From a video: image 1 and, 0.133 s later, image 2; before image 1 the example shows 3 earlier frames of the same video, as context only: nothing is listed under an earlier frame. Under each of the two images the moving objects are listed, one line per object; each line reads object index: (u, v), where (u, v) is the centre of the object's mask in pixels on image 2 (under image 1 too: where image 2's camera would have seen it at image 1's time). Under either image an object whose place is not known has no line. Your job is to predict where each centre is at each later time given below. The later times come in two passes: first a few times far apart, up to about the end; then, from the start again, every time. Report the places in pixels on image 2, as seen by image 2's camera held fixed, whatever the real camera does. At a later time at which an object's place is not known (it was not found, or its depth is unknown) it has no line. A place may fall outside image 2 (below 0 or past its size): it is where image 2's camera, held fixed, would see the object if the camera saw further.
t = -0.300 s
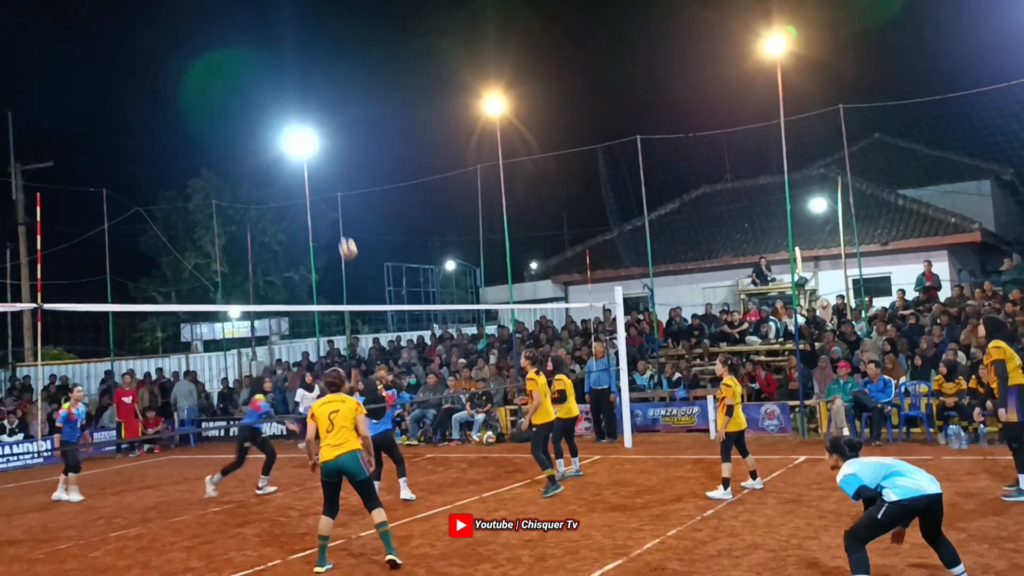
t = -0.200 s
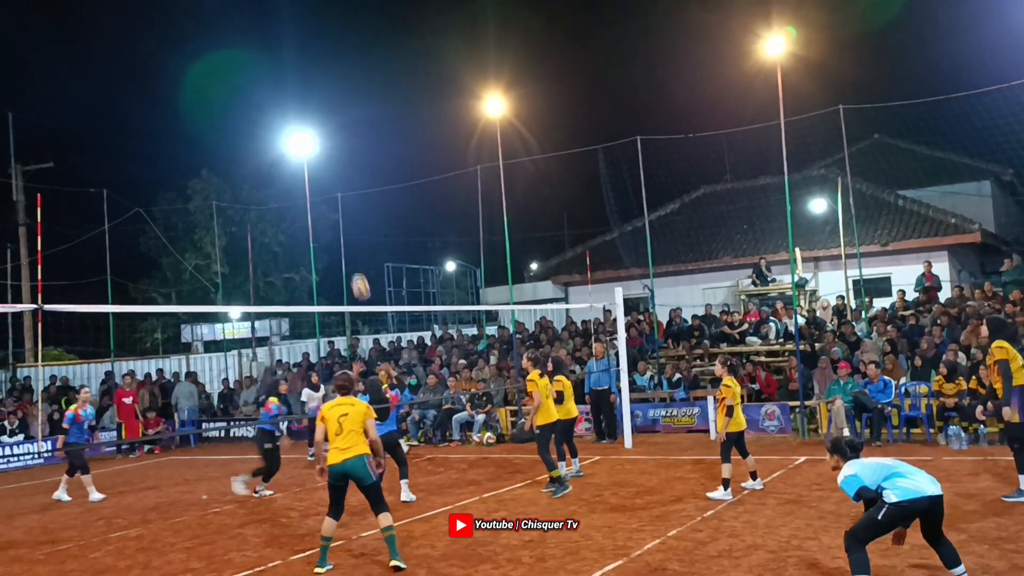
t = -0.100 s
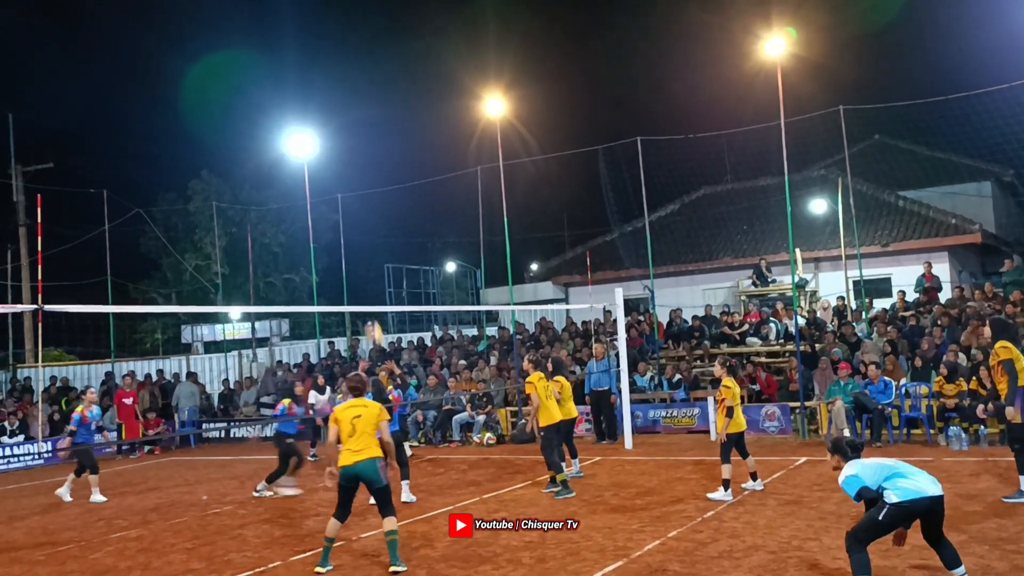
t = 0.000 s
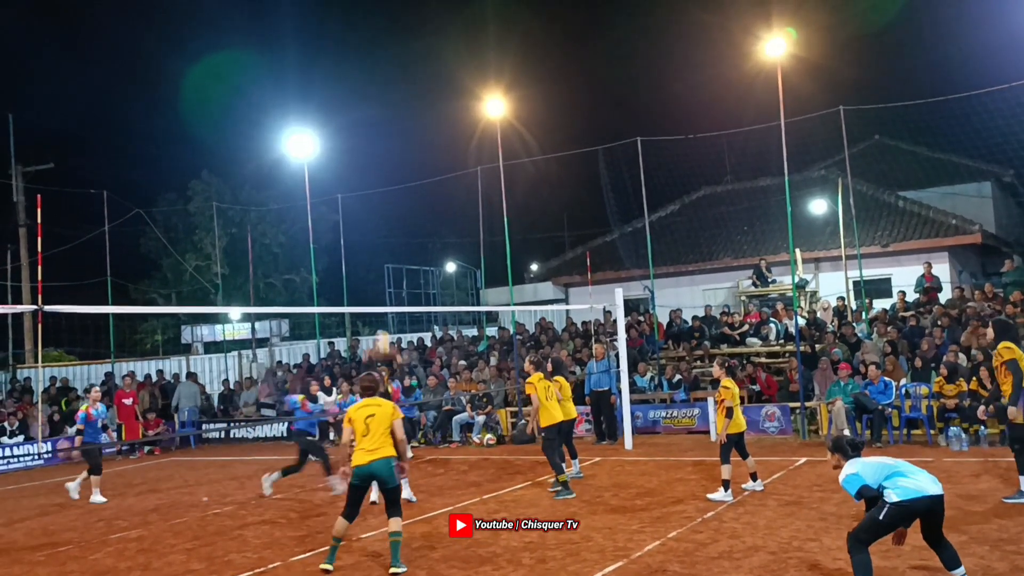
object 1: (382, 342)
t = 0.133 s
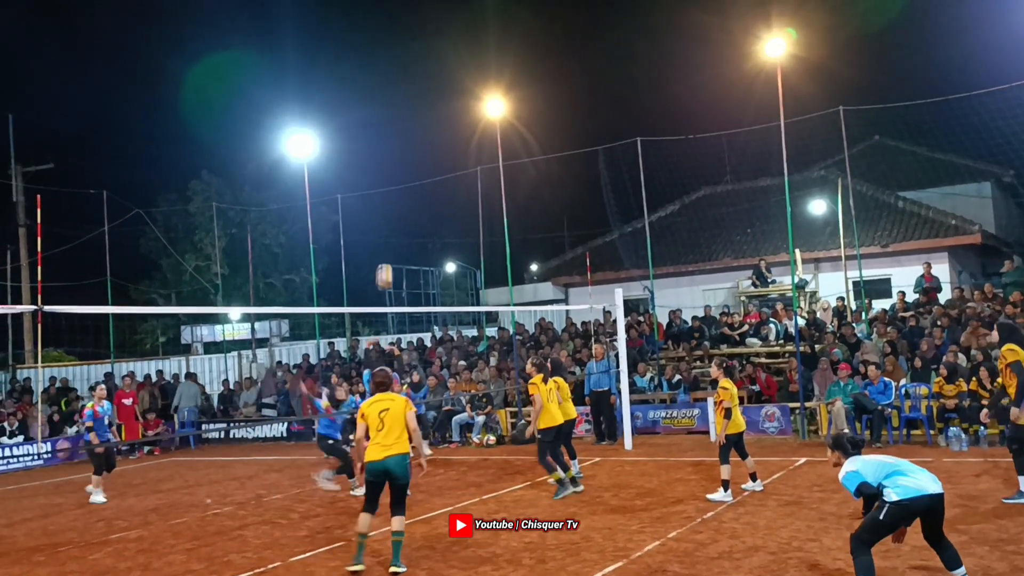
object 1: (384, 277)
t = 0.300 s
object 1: (390, 216)
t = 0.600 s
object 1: (402, 166)
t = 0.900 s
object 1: (415, 184)
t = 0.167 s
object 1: (385, 262)
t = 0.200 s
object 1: (386, 249)
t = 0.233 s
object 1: (387, 237)
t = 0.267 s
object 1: (388, 226)
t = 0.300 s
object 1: (390, 216)
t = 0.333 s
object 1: (391, 206)
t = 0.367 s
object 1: (393, 199)
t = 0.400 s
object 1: (394, 191)
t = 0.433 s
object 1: (395, 185)
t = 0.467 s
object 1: (396, 179)
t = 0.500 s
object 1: (398, 175)
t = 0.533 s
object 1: (399, 171)
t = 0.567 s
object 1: (401, 168)
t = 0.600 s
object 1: (402, 166)
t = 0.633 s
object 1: (403, 164)
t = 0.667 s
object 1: (405, 164)
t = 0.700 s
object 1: (406, 164)
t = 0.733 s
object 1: (408, 166)
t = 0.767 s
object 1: (409, 168)
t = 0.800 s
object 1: (410, 170)
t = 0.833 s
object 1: (412, 174)
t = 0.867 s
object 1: (414, 178)
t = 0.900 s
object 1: (415, 184)
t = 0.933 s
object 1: (417, 190)
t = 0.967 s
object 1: (418, 196)
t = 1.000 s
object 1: (420, 204)
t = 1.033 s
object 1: (422, 212)
